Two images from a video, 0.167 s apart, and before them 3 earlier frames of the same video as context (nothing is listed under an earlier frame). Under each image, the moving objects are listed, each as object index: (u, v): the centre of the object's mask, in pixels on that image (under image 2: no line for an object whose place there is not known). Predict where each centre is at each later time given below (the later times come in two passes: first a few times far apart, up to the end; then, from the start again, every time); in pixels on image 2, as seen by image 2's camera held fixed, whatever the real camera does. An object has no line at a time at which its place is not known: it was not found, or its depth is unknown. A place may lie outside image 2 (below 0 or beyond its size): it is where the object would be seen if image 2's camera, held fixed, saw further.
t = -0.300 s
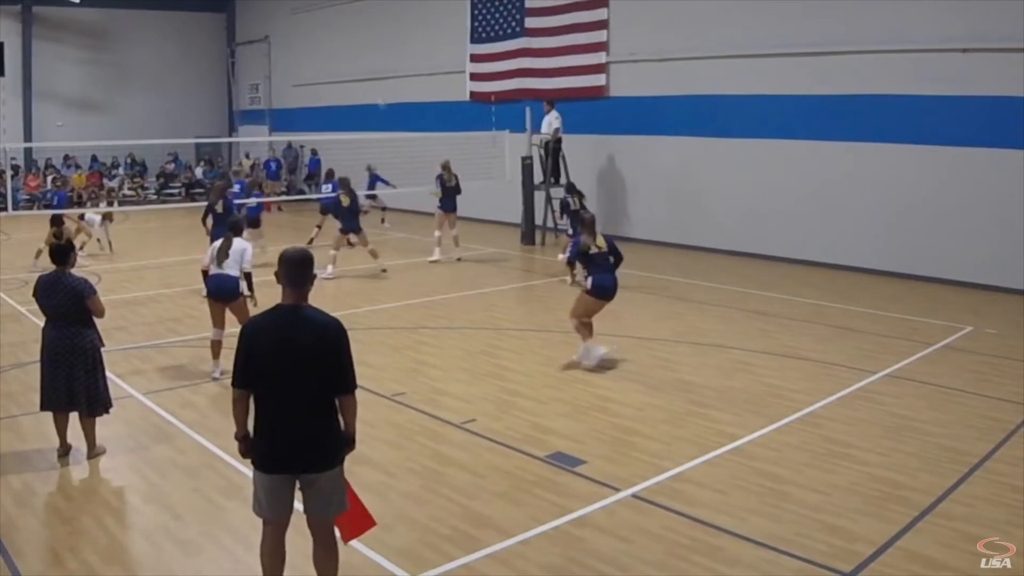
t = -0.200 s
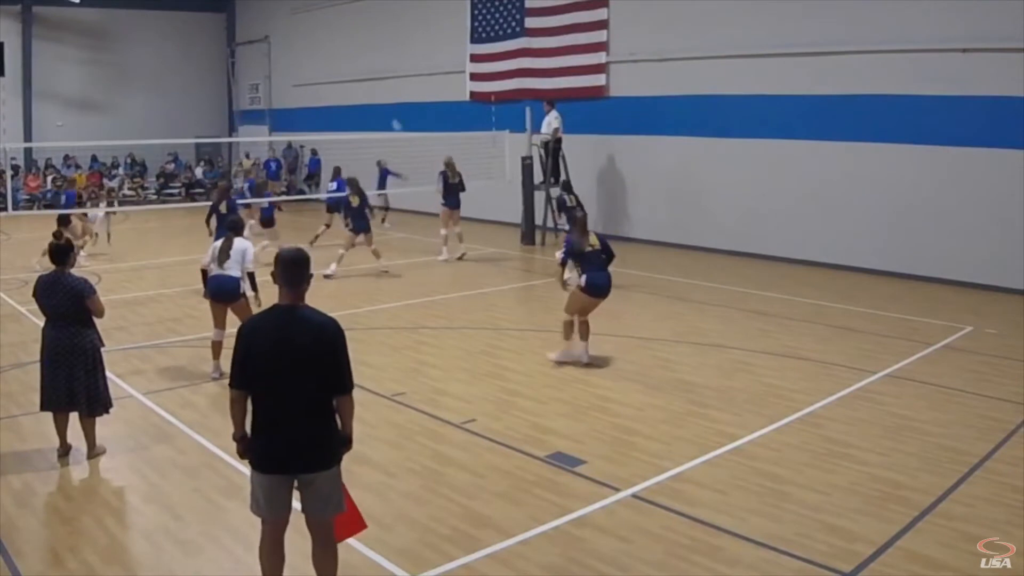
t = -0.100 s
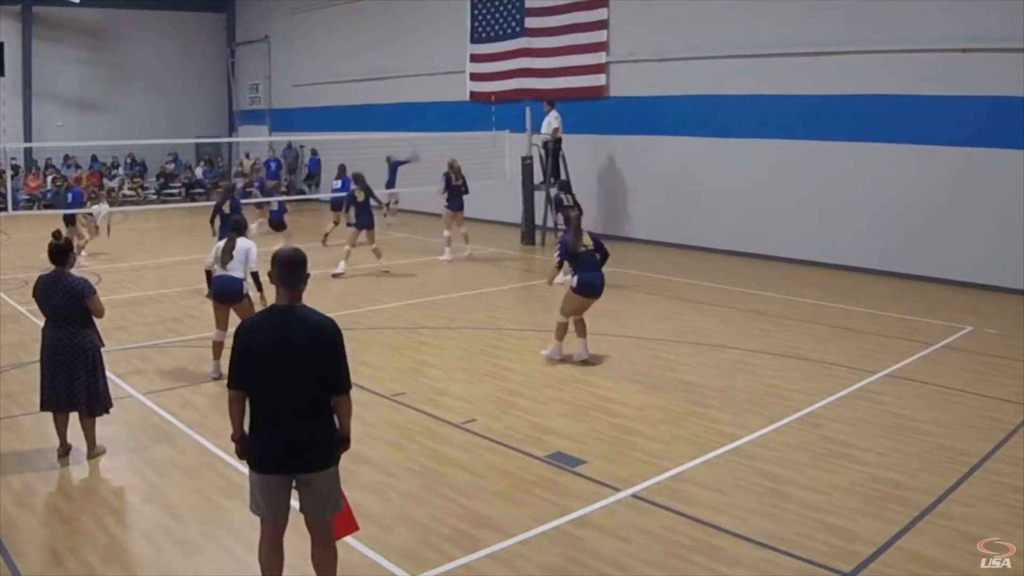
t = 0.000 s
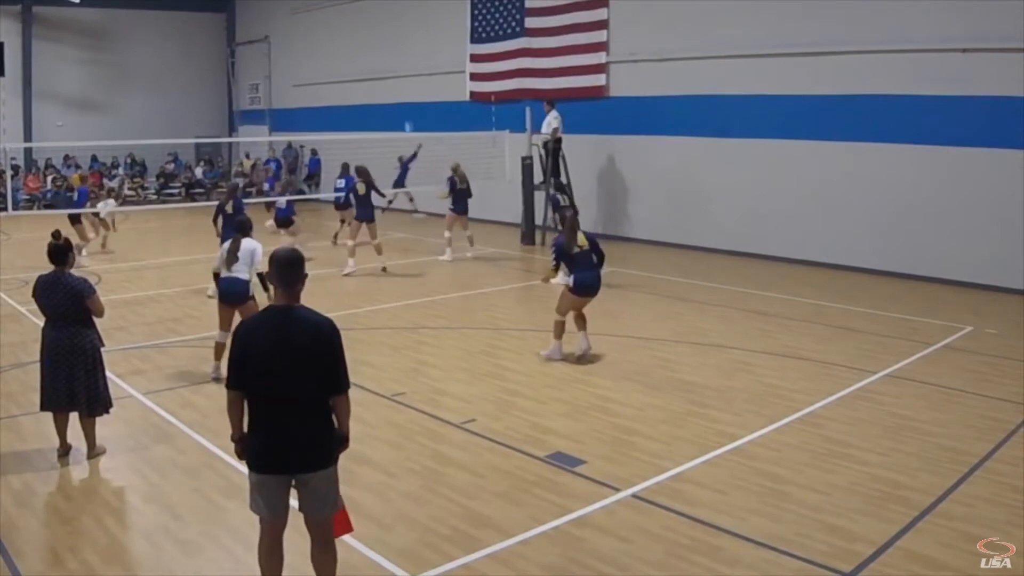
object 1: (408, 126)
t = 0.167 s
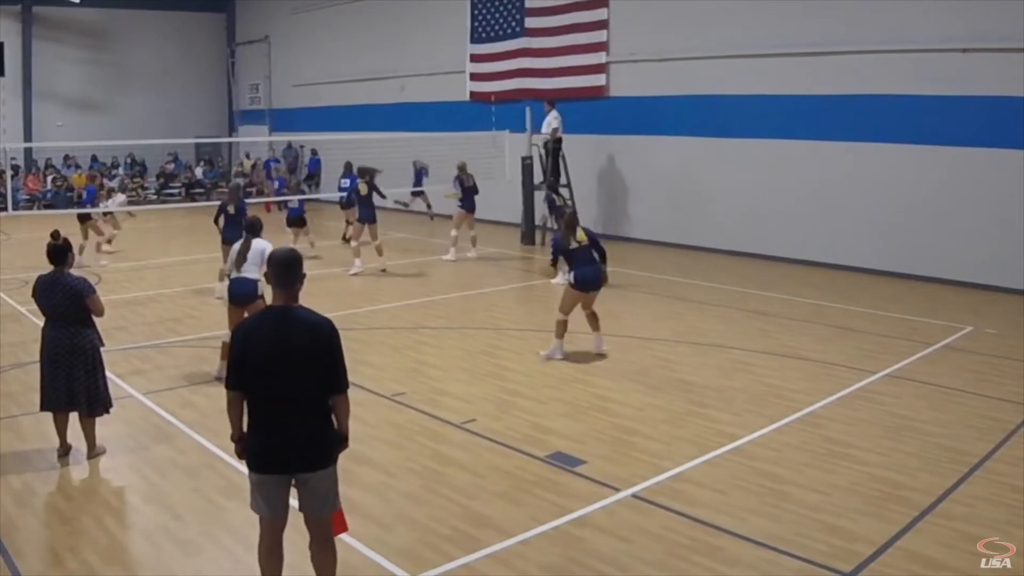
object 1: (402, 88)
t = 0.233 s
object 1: (396, 71)
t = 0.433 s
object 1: (382, 41)
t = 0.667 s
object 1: (367, 27)
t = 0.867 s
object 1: (354, 35)
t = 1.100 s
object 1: (336, 71)
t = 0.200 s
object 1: (398, 79)
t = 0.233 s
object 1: (396, 71)
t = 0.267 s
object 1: (393, 65)
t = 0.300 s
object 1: (391, 60)
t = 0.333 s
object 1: (390, 54)
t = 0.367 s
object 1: (387, 49)
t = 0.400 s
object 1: (385, 45)
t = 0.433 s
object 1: (382, 41)
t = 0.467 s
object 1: (381, 37)
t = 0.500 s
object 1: (379, 34)
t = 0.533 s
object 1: (376, 32)
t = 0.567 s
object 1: (374, 30)
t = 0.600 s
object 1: (372, 28)
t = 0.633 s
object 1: (369, 27)
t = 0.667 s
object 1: (367, 27)
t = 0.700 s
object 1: (365, 27)
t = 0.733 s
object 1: (363, 27)
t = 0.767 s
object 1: (360, 29)
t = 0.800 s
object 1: (359, 30)
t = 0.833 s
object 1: (356, 33)
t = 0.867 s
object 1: (354, 35)
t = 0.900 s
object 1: (352, 39)
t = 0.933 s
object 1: (349, 43)
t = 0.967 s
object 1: (347, 47)
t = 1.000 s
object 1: (344, 53)
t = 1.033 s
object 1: (342, 59)
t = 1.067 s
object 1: (340, 65)
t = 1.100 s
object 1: (336, 71)
